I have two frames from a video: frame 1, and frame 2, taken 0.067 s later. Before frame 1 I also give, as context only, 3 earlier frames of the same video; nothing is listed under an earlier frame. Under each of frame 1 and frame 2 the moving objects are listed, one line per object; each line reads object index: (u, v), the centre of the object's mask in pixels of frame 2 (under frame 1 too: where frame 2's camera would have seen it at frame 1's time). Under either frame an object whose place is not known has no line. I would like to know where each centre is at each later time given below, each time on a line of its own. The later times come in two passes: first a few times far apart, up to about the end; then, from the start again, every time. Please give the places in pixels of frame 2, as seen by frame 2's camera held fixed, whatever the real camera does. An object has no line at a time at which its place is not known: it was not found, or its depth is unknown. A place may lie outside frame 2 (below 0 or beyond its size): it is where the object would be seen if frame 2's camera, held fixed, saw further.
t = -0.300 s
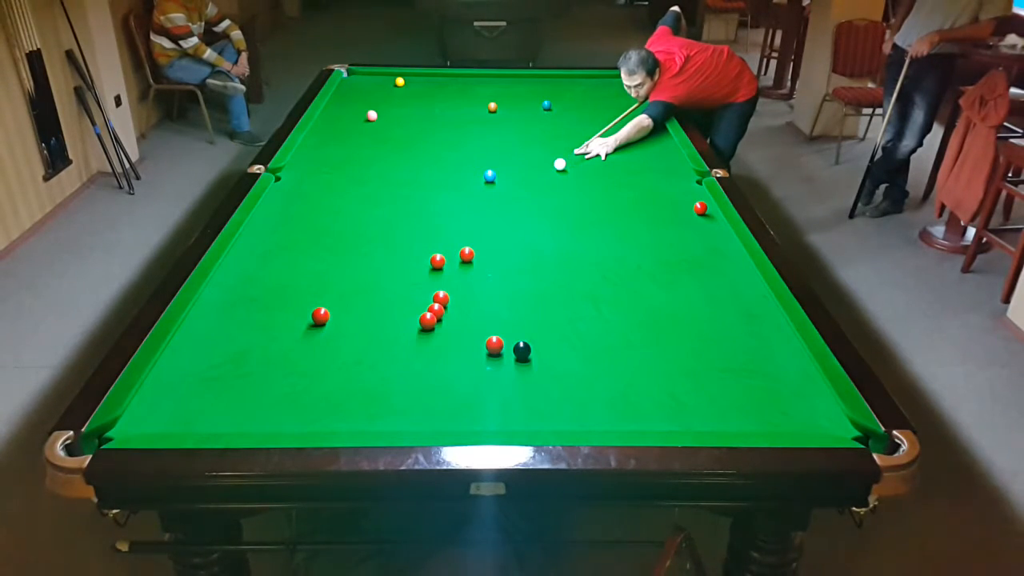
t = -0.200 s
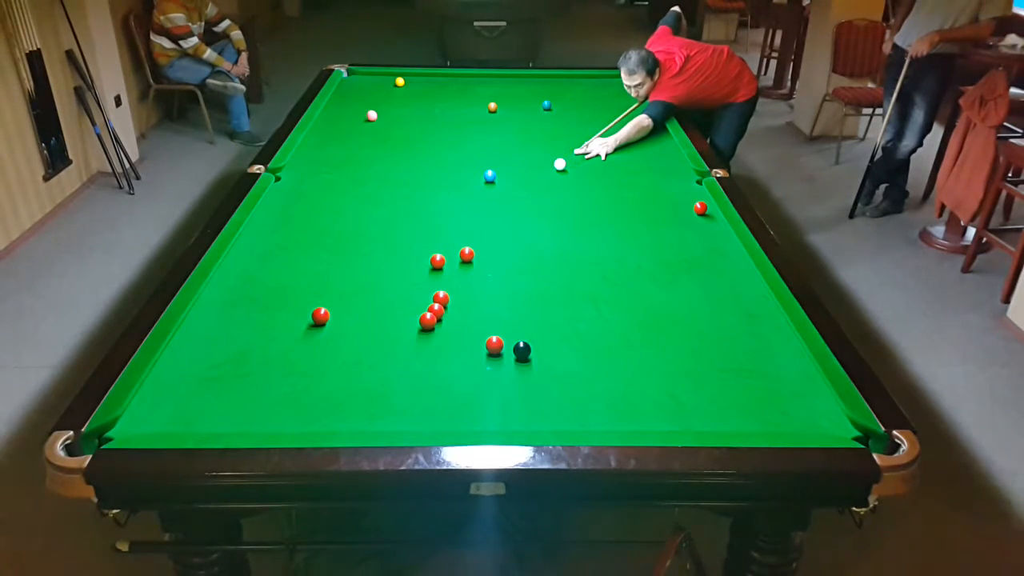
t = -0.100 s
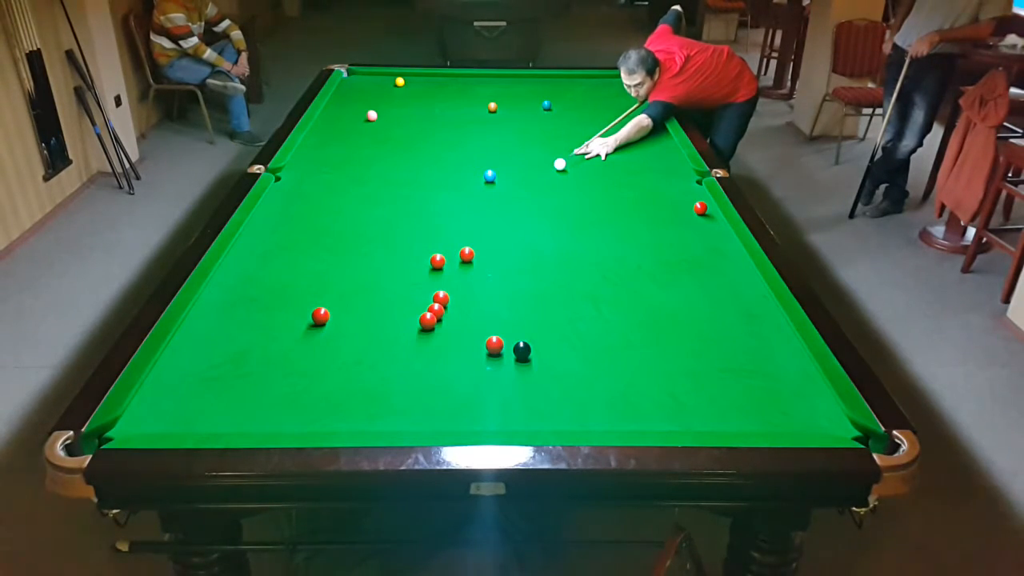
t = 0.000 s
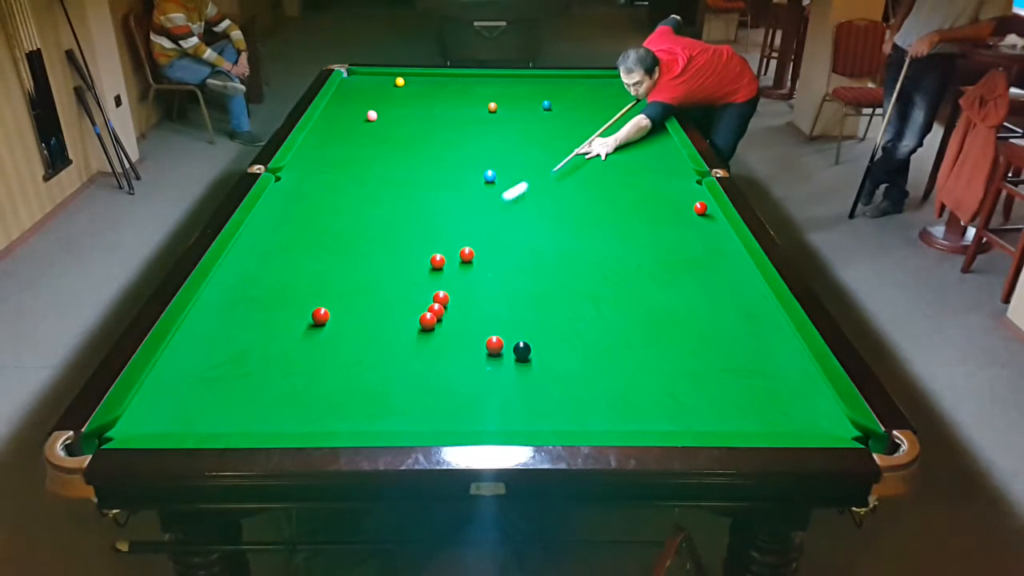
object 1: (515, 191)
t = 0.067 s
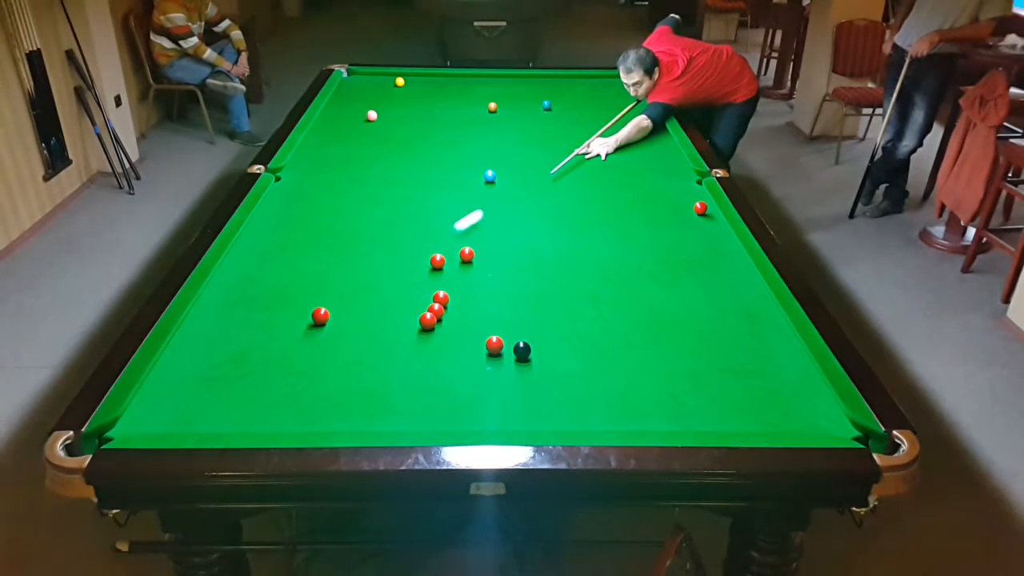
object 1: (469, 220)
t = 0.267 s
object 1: (333, 310)
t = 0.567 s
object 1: (301, 346)
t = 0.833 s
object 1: (216, 415)
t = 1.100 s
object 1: (204, 384)
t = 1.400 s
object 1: (207, 339)
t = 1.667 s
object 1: (208, 307)
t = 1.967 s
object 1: (225, 279)
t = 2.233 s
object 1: (246, 259)
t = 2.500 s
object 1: (263, 242)
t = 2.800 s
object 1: (280, 225)
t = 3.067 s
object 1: (293, 213)
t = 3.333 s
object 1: (304, 202)
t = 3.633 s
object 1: (314, 191)
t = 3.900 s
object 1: (323, 183)
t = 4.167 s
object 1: (330, 176)
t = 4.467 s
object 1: (337, 170)
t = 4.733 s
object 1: (343, 165)
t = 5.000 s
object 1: (347, 161)
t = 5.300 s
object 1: (352, 158)
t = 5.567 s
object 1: (356, 155)
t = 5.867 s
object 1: (359, 153)
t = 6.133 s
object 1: (362, 152)
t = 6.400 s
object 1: (364, 152)
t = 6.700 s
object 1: (364, 152)
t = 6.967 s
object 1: (364, 152)
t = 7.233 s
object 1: (364, 152)
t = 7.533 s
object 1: (364, 152)
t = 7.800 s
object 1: (364, 152)
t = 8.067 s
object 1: (364, 152)
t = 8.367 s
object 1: (364, 152)
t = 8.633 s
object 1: (364, 152)
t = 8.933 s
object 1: (364, 152)
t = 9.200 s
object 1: (364, 152)
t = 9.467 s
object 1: (364, 152)
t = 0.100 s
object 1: (443, 236)
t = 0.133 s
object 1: (415, 254)
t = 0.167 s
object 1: (385, 273)
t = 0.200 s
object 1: (351, 295)
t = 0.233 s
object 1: (333, 309)
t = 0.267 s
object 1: (333, 310)
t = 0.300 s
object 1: (333, 313)
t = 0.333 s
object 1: (332, 315)
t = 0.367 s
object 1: (330, 318)
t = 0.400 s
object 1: (327, 321)
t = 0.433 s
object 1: (323, 325)
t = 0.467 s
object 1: (319, 330)
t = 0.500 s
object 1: (314, 335)
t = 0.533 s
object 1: (308, 340)
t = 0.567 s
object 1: (301, 346)
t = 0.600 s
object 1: (294, 352)
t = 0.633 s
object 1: (285, 360)
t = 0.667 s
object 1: (275, 367)
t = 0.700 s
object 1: (264, 376)
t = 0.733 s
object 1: (253, 386)
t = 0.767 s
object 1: (241, 395)
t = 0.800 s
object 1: (229, 405)
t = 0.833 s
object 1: (216, 415)
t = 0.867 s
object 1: (204, 423)
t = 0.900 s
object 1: (200, 422)
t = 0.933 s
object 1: (201, 416)
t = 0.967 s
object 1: (202, 408)
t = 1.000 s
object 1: (203, 402)
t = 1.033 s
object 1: (204, 396)
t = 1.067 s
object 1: (204, 390)
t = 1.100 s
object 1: (204, 384)
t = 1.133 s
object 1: (205, 379)
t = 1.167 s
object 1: (205, 373)
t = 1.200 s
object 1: (205, 368)
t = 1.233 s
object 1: (206, 363)
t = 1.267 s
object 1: (206, 358)
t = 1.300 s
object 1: (206, 353)
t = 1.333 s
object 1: (207, 348)
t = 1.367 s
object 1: (207, 344)
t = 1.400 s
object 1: (207, 339)
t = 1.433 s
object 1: (207, 335)
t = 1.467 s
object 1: (207, 331)
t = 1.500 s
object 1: (208, 326)
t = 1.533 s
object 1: (208, 322)
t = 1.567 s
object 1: (208, 318)
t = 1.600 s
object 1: (208, 314)
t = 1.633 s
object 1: (208, 310)
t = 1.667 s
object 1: (208, 307)
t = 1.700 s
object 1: (208, 303)
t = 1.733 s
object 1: (208, 299)
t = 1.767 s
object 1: (209, 296)
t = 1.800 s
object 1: (210, 292)
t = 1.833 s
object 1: (213, 290)
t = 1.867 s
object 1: (216, 287)
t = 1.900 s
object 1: (219, 284)
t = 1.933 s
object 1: (222, 281)
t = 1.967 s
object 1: (225, 279)
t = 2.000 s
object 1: (228, 276)
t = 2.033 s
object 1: (230, 273)
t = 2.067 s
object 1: (233, 271)
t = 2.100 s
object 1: (236, 268)
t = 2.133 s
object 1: (238, 266)
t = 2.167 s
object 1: (241, 264)
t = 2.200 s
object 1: (243, 261)
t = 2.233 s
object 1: (246, 259)
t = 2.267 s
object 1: (248, 257)
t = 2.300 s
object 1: (250, 254)
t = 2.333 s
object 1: (253, 252)
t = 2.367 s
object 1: (255, 250)
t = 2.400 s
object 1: (257, 248)
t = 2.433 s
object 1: (259, 246)
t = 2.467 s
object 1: (261, 244)
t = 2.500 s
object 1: (263, 242)
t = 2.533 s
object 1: (265, 240)
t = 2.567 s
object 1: (267, 238)
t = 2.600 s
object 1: (269, 236)
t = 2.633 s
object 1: (271, 234)
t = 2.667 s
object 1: (273, 232)
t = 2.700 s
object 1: (275, 230)
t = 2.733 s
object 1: (277, 228)
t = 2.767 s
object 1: (278, 227)
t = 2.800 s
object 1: (280, 225)
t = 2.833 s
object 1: (282, 224)
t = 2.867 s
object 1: (283, 222)
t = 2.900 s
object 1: (285, 220)
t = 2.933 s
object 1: (287, 219)
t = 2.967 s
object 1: (288, 217)
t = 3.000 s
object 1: (290, 215)
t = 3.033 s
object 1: (292, 214)
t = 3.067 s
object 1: (293, 213)
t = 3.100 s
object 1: (294, 211)
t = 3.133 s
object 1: (296, 210)
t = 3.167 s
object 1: (297, 208)
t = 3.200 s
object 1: (299, 207)
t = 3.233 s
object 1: (300, 206)
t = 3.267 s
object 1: (301, 204)
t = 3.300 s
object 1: (303, 203)
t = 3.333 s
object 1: (304, 202)
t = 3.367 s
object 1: (305, 200)
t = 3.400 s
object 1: (306, 199)
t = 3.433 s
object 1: (308, 198)
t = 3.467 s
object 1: (309, 197)
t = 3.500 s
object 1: (310, 196)
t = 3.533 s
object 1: (311, 194)
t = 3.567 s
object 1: (312, 194)
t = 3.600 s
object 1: (313, 192)
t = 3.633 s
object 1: (314, 191)
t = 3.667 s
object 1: (316, 190)
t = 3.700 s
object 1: (317, 189)
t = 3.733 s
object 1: (318, 188)
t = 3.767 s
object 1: (319, 187)
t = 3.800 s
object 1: (320, 186)
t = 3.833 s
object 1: (321, 185)
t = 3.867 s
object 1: (322, 184)
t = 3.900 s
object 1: (323, 183)
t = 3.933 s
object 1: (324, 182)
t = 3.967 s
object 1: (325, 181)
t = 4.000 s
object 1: (326, 181)
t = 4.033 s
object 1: (326, 180)
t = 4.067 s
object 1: (327, 179)
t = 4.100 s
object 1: (328, 178)
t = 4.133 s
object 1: (329, 177)
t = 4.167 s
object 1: (330, 176)
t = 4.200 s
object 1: (331, 176)
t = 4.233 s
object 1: (332, 175)
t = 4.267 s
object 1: (332, 174)
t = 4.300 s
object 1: (333, 173)
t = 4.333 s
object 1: (334, 173)
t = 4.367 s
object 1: (335, 172)
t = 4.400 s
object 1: (336, 171)
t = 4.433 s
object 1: (336, 170)
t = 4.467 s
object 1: (337, 170)
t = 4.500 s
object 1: (338, 169)
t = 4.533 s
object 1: (339, 168)
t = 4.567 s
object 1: (339, 168)
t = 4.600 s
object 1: (340, 167)
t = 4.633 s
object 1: (341, 167)
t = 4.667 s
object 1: (341, 166)
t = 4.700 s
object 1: (342, 165)
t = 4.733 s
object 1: (343, 165)
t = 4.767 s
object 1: (343, 164)
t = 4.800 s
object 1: (344, 164)
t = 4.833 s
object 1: (344, 163)
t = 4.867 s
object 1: (345, 163)
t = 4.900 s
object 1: (346, 162)
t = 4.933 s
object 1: (346, 162)
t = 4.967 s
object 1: (347, 162)
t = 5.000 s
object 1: (347, 161)
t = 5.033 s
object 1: (348, 161)
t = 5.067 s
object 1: (348, 160)
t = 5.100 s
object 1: (349, 160)
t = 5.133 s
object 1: (350, 159)
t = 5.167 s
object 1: (350, 159)
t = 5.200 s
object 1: (351, 159)
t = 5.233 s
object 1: (351, 158)
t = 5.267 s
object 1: (352, 158)
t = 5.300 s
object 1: (352, 158)
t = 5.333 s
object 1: (353, 157)
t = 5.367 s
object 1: (353, 157)
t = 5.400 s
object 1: (354, 157)
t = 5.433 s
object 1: (354, 156)
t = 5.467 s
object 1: (355, 156)
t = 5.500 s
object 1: (355, 156)
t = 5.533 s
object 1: (356, 156)
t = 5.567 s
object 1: (356, 155)
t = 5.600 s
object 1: (356, 155)
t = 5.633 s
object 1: (357, 155)
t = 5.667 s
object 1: (357, 155)
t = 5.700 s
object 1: (358, 154)
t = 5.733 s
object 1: (358, 154)
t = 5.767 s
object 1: (358, 154)
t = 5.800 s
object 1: (359, 154)
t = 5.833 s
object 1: (359, 154)
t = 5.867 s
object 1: (359, 153)
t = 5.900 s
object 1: (360, 153)
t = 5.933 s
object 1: (360, 153)
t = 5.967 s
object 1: (360, 153)
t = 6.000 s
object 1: (361, 153)
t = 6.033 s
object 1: (361, 153)
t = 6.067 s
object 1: (361, 153)
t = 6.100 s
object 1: (362, 153)
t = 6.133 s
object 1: (362, 152)
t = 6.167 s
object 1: (362, 152)
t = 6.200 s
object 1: (363, 152)
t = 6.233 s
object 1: (363, 152)
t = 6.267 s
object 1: (363, 152)
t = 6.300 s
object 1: (363, 152)
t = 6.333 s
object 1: (363, 152)
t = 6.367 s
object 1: (363, 152)
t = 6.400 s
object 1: (364, 152)
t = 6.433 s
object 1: (364, 152)
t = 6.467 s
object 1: (364, 152)
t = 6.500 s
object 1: (364, 152)
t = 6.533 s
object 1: (364, 152)
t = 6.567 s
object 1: (364, 152)
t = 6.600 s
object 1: (364, 152)
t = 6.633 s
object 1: (364, 152)
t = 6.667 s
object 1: (364, 152)
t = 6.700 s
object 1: (364, 152)
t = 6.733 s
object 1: (364, 152)
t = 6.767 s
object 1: (364, 152)
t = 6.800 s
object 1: (364, 152)
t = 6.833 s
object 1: (364, 152)
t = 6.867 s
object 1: (364, 152)
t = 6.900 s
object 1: (364, 152)
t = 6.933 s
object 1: (364, 152)
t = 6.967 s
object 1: (364, 152)
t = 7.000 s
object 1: (364, 152)
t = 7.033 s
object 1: (364, 152)
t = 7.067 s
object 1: (364, 152)
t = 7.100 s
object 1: (364, 152)
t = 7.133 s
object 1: (364, 152)
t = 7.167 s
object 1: (364, 152)
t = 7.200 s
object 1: (364, 152)
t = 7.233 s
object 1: (364, 152)
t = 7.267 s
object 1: (364, 152)
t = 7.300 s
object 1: (364, 152)
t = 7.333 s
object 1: (364, 152)
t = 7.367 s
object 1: (364, 152)
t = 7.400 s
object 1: (364, 152)
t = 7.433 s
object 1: (364, 152)
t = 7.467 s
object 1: (364, 152)
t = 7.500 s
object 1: (364, 152)
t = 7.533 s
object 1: (364, 152)
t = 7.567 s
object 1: (364, 152)
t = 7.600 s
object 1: (364, 152)
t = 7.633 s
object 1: (364, 152)
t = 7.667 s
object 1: (364, 152)
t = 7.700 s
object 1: (364, 152)
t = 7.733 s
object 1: (364, 152)
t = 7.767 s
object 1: (364, 152)
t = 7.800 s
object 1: (364, 152)
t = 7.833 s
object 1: (364, 152)
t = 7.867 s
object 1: (364, 152)
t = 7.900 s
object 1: (364, 152)
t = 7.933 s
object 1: (364, 152)
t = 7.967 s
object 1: (364, 152)
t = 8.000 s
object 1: (364, 152)
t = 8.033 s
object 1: (364, 152)
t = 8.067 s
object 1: (364, 152)
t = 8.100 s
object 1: (364, 152)
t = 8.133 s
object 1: (364, 152)
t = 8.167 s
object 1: (364, 152)
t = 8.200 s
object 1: (364, 152)
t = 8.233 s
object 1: (364, 152)
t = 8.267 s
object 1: (364, 152)
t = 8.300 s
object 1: (364, 152)
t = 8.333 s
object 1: (364, 152)
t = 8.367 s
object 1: (364, 152)
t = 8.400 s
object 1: (364, 152)
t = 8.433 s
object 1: (364, 152)
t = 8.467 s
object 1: (364, 152)
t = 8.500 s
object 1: (364, 152)
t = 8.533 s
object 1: (364, 152)
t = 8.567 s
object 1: (364, 152)
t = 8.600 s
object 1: (364, 152)
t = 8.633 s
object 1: (364, 152)
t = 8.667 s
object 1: (364, 152)
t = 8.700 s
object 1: (364, 152)
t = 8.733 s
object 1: (364, 152)
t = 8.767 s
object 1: (364, 152)
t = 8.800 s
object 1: (364, 152)
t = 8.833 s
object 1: (364, 152)
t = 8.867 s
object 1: (364, 152)
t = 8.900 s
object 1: (364, 152)
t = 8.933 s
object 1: (364, 152)
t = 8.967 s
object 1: (364, 152)
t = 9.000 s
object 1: (364, 152)
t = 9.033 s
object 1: (364, 152)
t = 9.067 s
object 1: (364, 152)
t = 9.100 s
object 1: (364, 152)
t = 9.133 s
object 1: (364, 152)
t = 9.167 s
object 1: (364, 152)
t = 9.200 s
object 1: (364, 152)
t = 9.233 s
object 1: (364, 152)
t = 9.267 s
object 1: (364, 152)
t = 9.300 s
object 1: (364, 152)
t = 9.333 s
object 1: (364, 152)
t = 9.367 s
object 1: (364, 152)
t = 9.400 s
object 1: (364, 152)
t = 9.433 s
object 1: (364, 152)
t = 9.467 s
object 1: (364, 152)
